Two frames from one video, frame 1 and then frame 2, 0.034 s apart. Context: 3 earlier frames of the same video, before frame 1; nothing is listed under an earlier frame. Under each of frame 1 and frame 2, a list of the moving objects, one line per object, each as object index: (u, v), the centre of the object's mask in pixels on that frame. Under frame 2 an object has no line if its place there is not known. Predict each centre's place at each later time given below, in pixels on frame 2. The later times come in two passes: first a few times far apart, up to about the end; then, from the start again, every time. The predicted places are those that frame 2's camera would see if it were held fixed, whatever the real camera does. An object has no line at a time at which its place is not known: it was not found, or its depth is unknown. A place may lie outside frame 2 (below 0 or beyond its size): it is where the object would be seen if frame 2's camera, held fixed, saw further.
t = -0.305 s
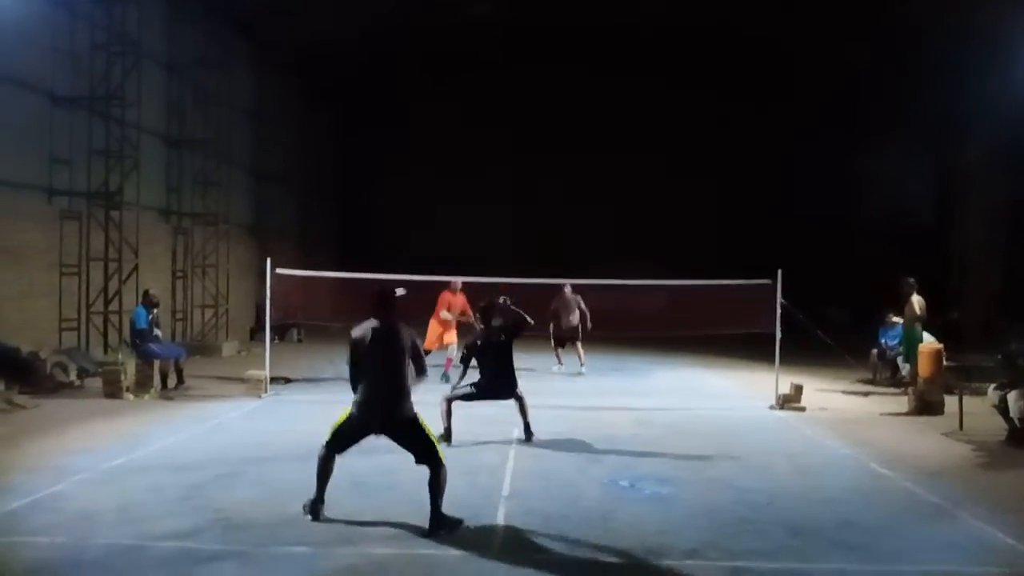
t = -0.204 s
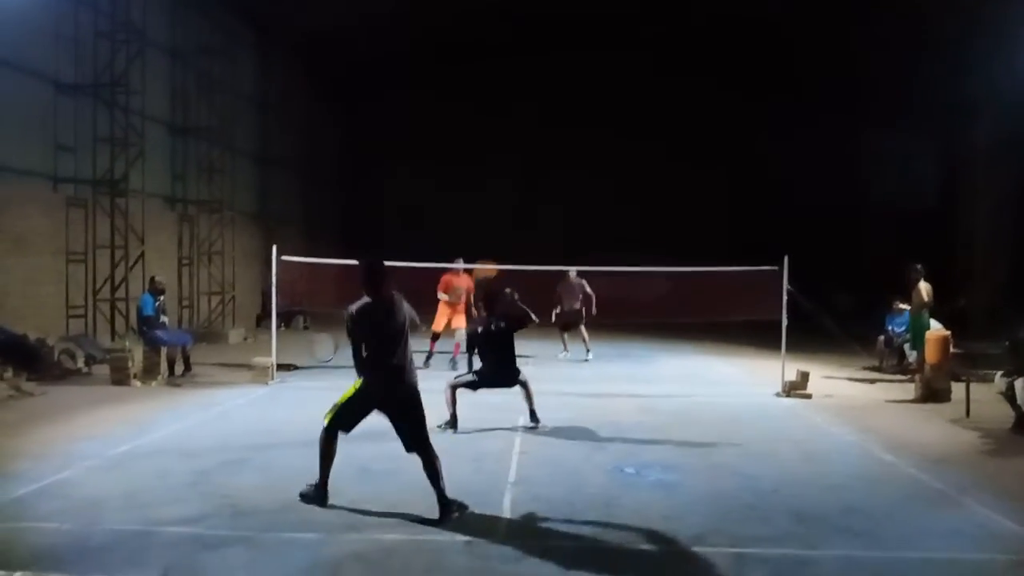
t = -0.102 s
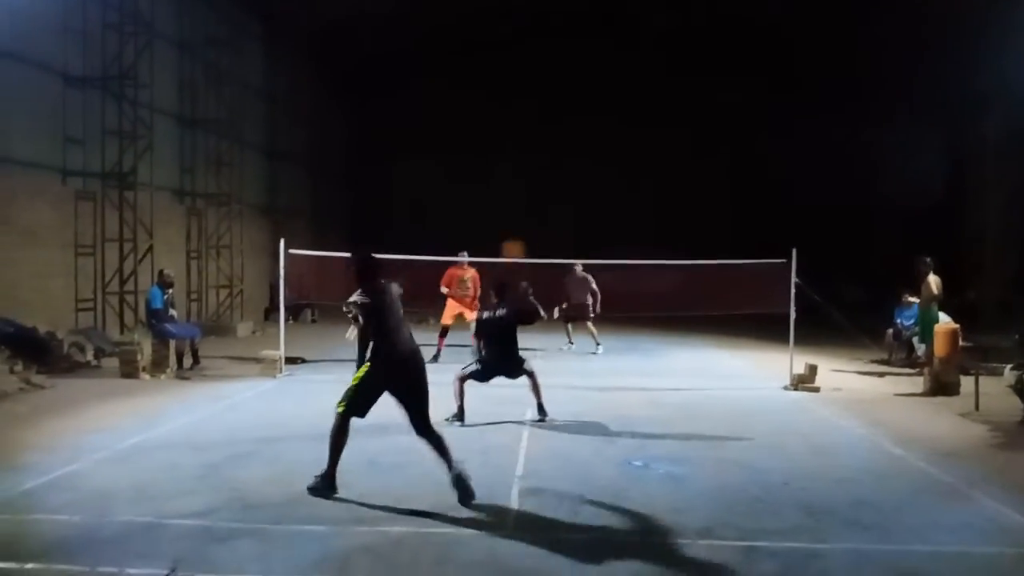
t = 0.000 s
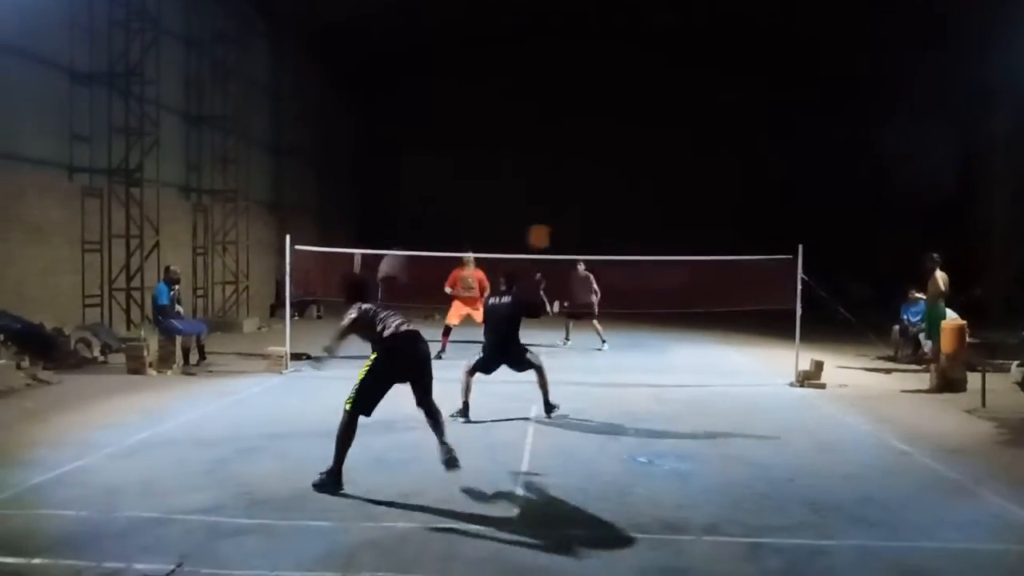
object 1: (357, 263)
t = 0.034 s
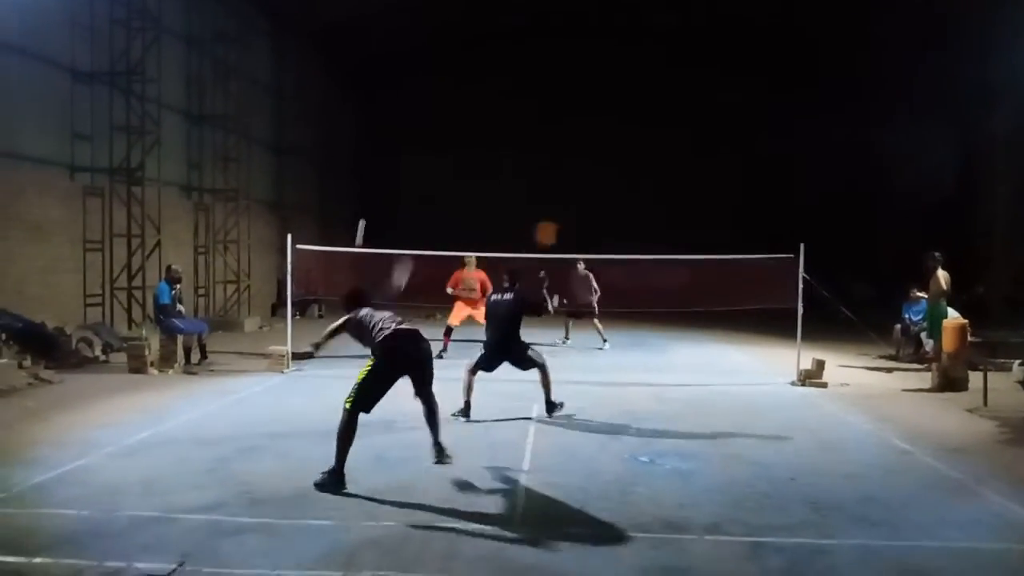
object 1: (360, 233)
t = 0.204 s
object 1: (370, 158)
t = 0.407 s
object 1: (377, 143)
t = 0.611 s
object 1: (381, 158)
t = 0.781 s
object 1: (383, 184)
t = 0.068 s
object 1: (363, 208)
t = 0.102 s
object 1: (366, 189)
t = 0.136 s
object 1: (368, 176)
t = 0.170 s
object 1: (370, 166)
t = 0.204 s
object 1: (370, 158)
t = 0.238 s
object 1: (372, 152)
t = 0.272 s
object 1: (373, 148)
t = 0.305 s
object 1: (375, 145)
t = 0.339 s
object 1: (376, 144)
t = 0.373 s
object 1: (376, 143)
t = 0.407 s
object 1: (377, 143)
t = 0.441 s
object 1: (378, 144)
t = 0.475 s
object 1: (379, 146)
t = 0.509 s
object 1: (379, 148)
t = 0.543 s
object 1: (380, 151)
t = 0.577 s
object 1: (380, 154)
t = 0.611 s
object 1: (381, 158)
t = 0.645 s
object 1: (382, 162)
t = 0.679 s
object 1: (382, 167)
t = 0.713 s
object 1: (382, 172)
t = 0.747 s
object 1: (382, 178)
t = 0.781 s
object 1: (383, 184)
